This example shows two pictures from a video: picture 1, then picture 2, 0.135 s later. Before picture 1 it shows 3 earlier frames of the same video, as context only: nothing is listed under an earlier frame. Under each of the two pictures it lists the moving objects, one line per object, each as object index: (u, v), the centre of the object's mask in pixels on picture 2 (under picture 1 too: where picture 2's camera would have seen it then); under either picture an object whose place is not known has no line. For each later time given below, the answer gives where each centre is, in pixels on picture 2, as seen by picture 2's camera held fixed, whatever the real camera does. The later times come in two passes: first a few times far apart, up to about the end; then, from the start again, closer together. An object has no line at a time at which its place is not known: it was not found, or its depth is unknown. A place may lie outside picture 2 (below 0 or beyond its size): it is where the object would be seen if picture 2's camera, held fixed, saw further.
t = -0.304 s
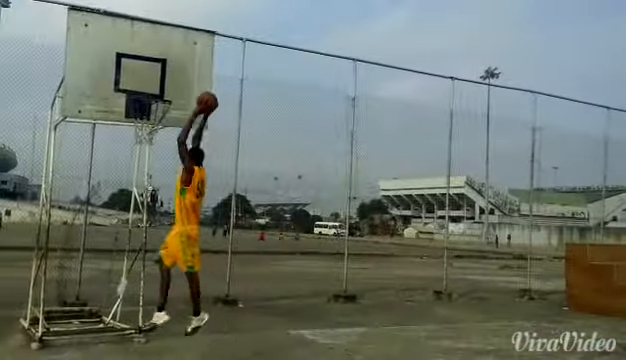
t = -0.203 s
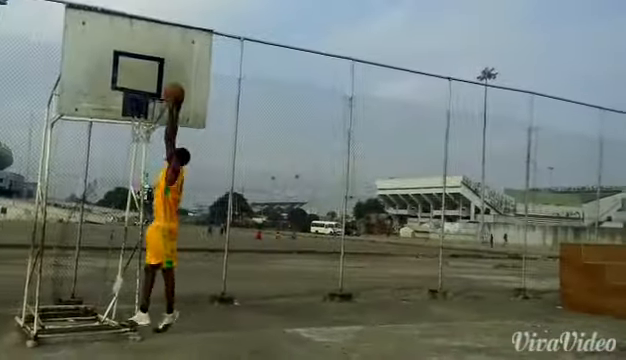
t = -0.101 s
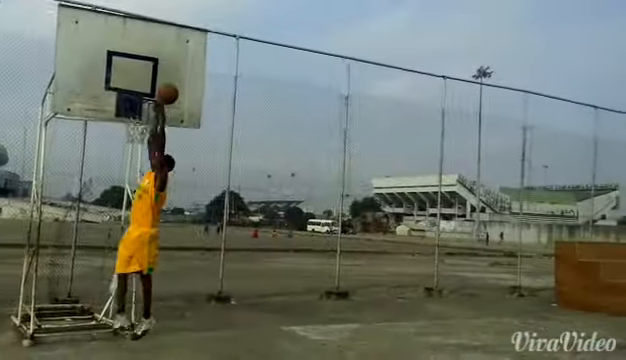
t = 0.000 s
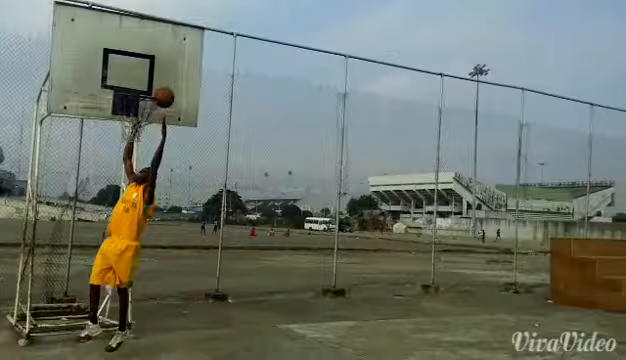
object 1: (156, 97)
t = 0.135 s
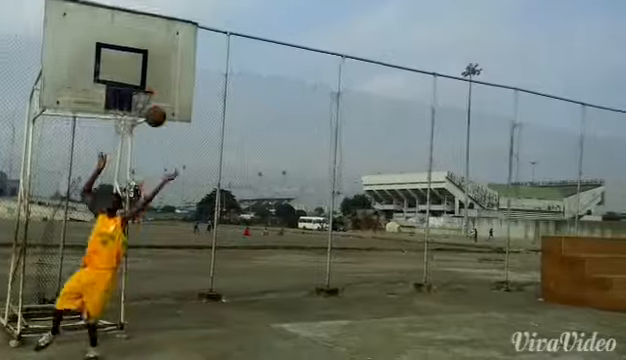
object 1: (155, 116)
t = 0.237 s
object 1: (151, 139)
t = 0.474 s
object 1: (142, 230)
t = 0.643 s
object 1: (136, 325)
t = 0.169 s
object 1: (153, 122)
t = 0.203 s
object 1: (152, 130)
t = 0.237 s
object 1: (151, 139)
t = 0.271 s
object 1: (150, 149)
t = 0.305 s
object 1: (149, 160)
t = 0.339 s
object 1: (149, 173)
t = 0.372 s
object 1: (147, 185)
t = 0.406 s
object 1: (145, 199)
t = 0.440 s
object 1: (143, 214)
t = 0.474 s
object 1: (142, 230)
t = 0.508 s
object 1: (141, 246)
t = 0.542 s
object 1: (141, 264)
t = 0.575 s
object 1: (140, 282)
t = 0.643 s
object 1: (136, 325)
